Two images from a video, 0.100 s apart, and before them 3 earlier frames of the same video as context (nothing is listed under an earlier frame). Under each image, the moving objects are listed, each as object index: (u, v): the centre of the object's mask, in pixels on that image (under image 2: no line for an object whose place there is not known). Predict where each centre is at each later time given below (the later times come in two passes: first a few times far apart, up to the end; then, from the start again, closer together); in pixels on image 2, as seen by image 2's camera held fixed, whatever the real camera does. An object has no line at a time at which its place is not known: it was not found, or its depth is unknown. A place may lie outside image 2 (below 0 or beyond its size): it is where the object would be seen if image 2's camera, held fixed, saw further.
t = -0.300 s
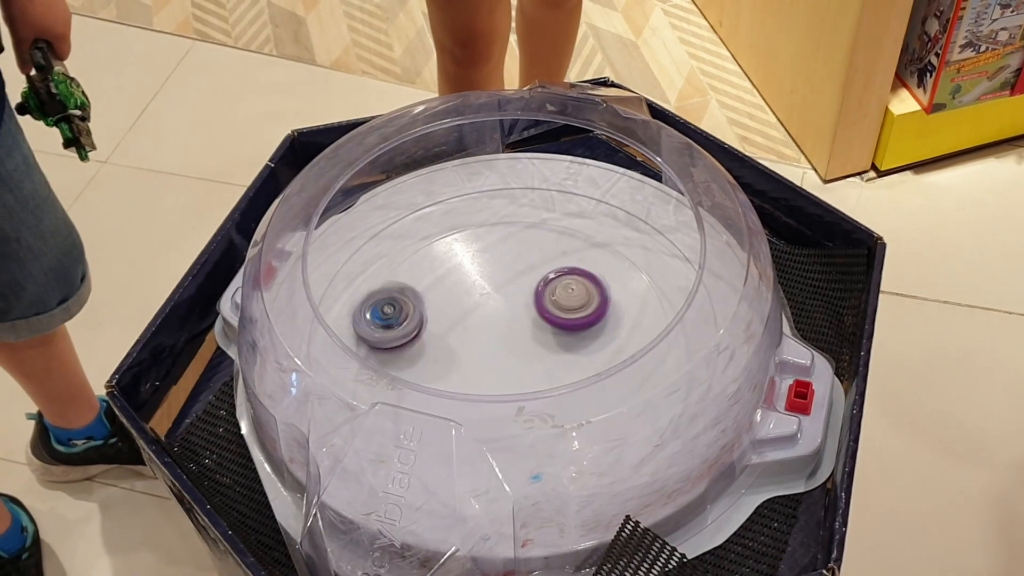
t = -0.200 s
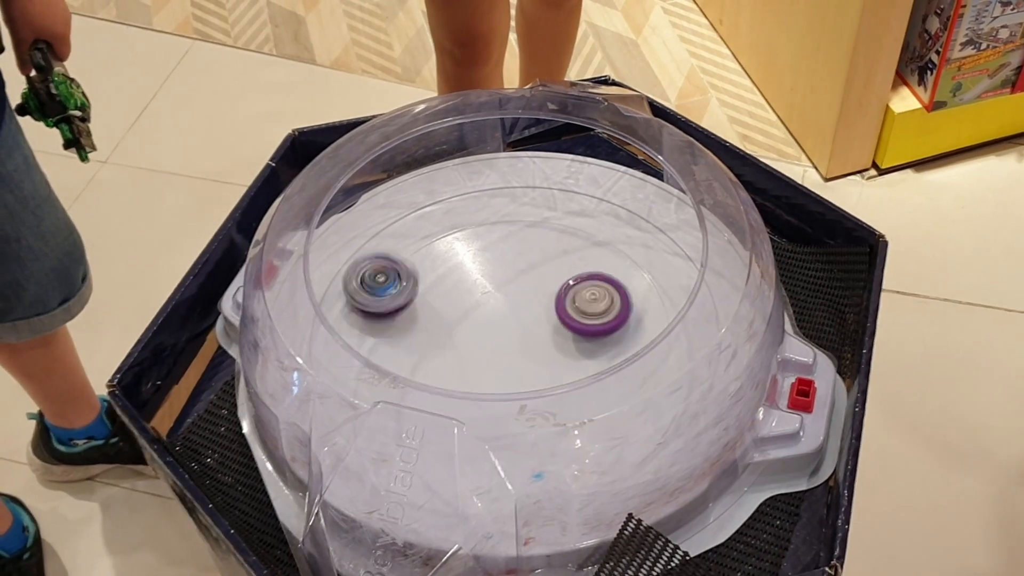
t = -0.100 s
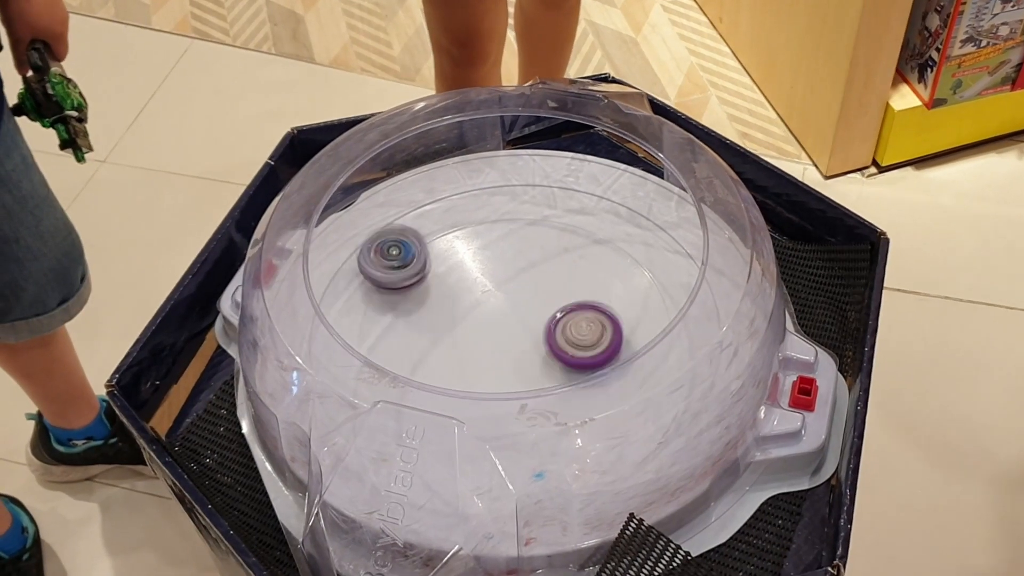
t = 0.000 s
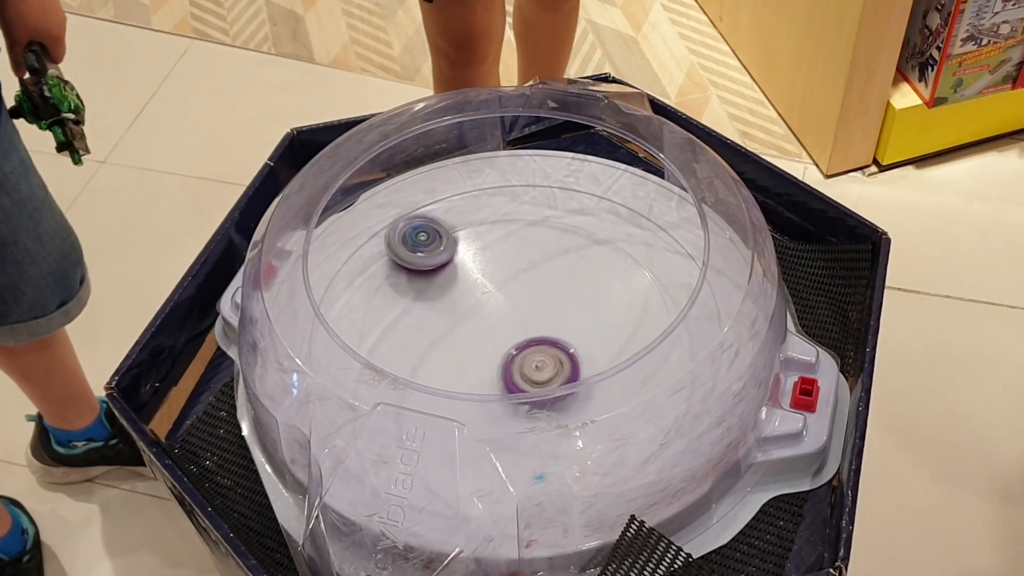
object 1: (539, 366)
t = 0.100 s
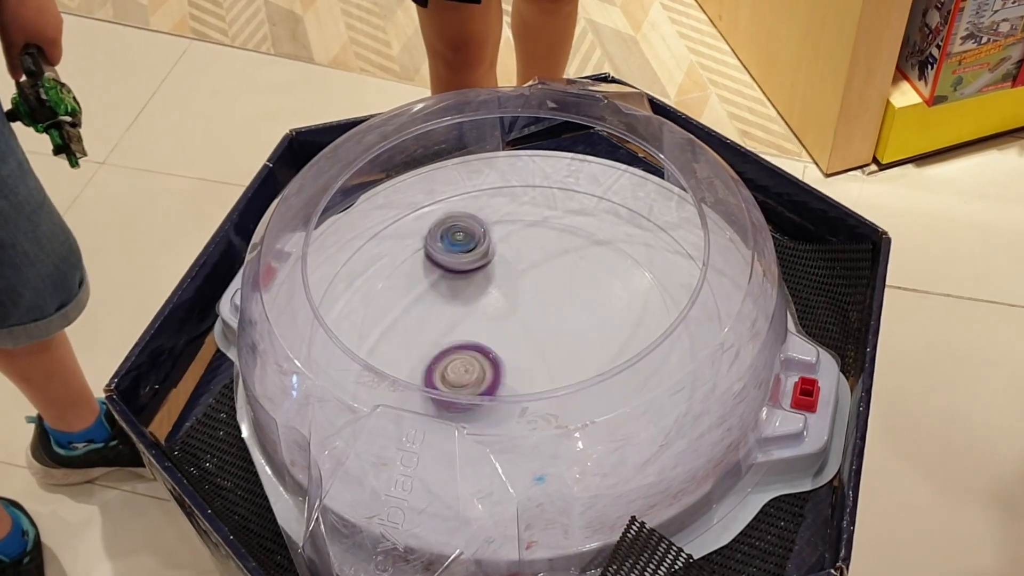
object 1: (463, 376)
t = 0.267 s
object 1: (390, 297)
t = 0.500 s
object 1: (513, 205)
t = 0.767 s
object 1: (658, 324)
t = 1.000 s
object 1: (500, 483)
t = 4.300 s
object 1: (658, 374)
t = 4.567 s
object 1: (535, 391)
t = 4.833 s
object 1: (503, 352)
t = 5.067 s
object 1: (562, 359)
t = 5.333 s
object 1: (546, 372)
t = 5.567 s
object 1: (527, 373)
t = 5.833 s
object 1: (515, 388)
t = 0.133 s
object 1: (440, 364)
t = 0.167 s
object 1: (419, 352)
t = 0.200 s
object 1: (402, 336)
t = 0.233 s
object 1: (393, 317)
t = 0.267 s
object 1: (390, 297)
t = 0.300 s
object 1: (392, 277)
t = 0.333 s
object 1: (400, 258)
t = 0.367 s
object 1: (415, 240)
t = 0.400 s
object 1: (435, 227)
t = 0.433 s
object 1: (460, 216)
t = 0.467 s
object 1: (485, 209)
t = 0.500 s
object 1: (513, 205)
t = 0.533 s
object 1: (538, 205)
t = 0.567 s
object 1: (563, 209)
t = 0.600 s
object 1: (586, 216)
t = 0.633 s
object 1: (609, 228)
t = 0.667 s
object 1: (629, 246)
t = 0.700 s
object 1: (644, 268)
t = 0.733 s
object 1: (653, 295)
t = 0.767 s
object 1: (658, 324)
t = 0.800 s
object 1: (653, 358)
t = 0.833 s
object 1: (639, 387)
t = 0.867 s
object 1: (613, 413)
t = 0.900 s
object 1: (581, 436)
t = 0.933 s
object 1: (549, 454)
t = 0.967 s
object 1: (521, 469)
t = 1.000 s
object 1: (500, 483)
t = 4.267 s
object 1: (661, 374)
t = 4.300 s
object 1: (658, 374)
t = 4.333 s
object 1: (652, 375)
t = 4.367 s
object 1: (644, 377)
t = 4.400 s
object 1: (631, 378)
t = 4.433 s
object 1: (614, 381)
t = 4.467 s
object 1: (594, 385)
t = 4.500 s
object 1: (569, 386)
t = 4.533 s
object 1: (547, 391)
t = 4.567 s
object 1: (535, 391)
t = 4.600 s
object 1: (518, 388)
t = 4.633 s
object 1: (500, 374)
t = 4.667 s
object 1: (482, 368)
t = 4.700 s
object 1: (467, 355)
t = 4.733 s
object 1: (456, 336)
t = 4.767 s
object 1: (463, 334)
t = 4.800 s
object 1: (484, 344)
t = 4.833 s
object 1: (503, 352)
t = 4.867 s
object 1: (523, 357)
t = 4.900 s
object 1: (538, 359)
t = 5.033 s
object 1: (562, 358)
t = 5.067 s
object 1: (562, 359)
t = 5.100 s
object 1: (560, 359)
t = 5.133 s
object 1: (558, 359)
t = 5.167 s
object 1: (556, 359)
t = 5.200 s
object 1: (554, 360)
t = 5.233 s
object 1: (551, 360)
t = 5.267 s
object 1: (549, 361)
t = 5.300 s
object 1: (548, 366)
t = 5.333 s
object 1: (546, 372)
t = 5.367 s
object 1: (547, 382)
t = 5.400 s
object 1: (545, 383)
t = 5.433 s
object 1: (542, 382)
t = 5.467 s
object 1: (539, 382)
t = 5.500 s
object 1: (533, 376)
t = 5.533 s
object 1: (531, 374)
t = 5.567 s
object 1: (527, 373)
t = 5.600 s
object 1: (524, 371)
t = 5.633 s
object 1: (522, 372)
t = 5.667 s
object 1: (520, 371)
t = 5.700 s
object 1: (520, 374)
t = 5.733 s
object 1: (520, 377)
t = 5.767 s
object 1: (519, 388)
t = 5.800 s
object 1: (517, 389)
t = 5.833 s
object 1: (515, 388)
